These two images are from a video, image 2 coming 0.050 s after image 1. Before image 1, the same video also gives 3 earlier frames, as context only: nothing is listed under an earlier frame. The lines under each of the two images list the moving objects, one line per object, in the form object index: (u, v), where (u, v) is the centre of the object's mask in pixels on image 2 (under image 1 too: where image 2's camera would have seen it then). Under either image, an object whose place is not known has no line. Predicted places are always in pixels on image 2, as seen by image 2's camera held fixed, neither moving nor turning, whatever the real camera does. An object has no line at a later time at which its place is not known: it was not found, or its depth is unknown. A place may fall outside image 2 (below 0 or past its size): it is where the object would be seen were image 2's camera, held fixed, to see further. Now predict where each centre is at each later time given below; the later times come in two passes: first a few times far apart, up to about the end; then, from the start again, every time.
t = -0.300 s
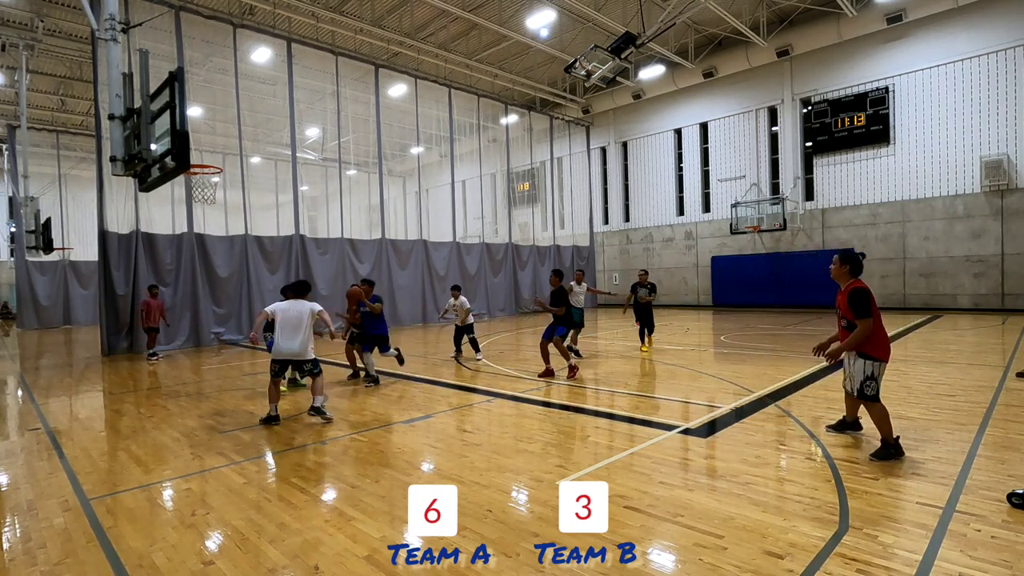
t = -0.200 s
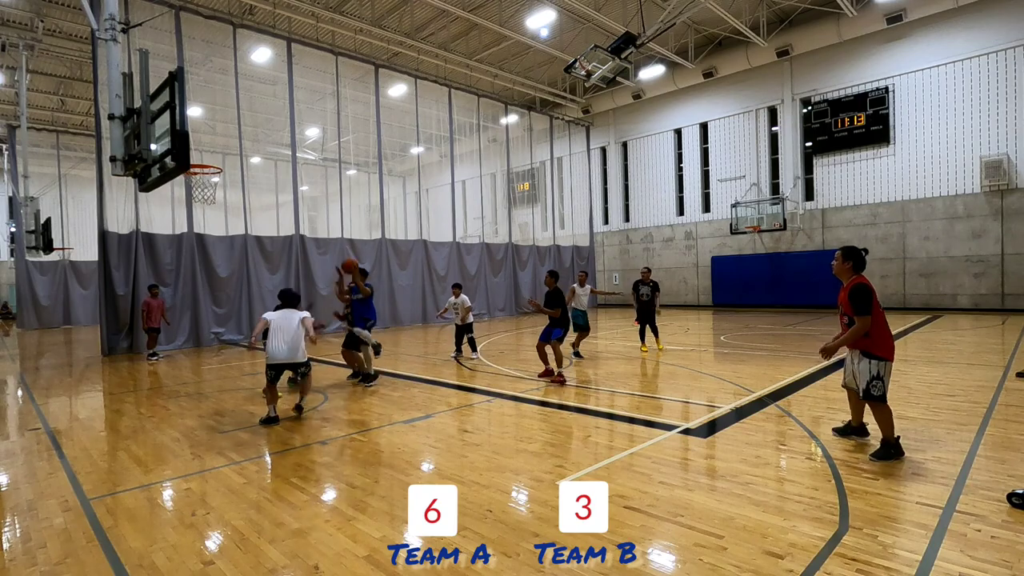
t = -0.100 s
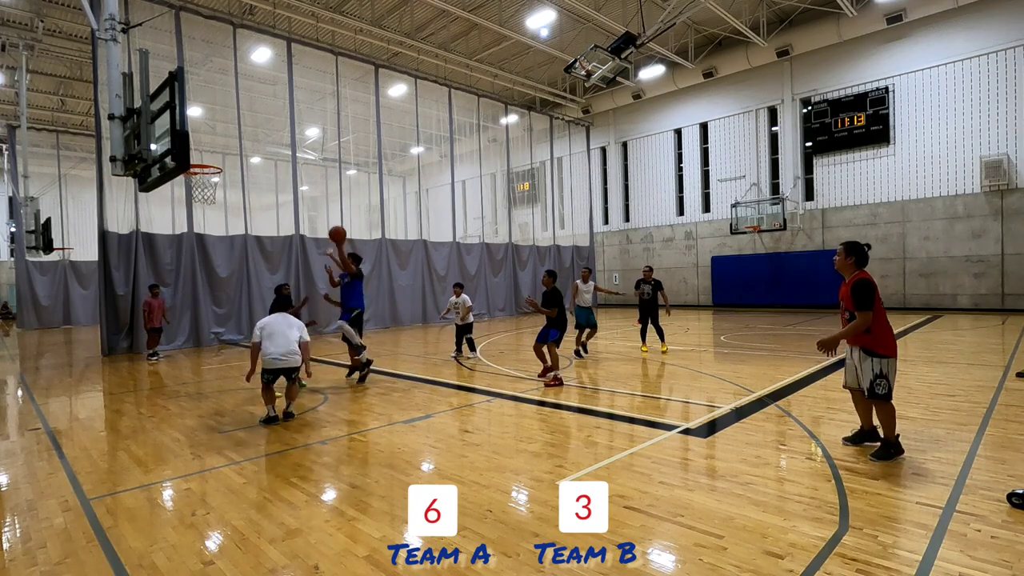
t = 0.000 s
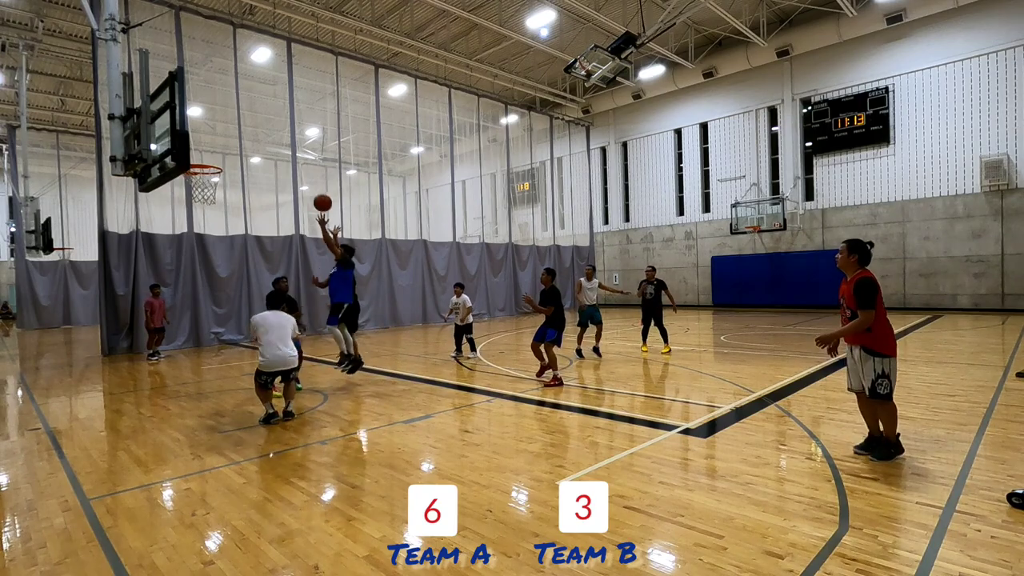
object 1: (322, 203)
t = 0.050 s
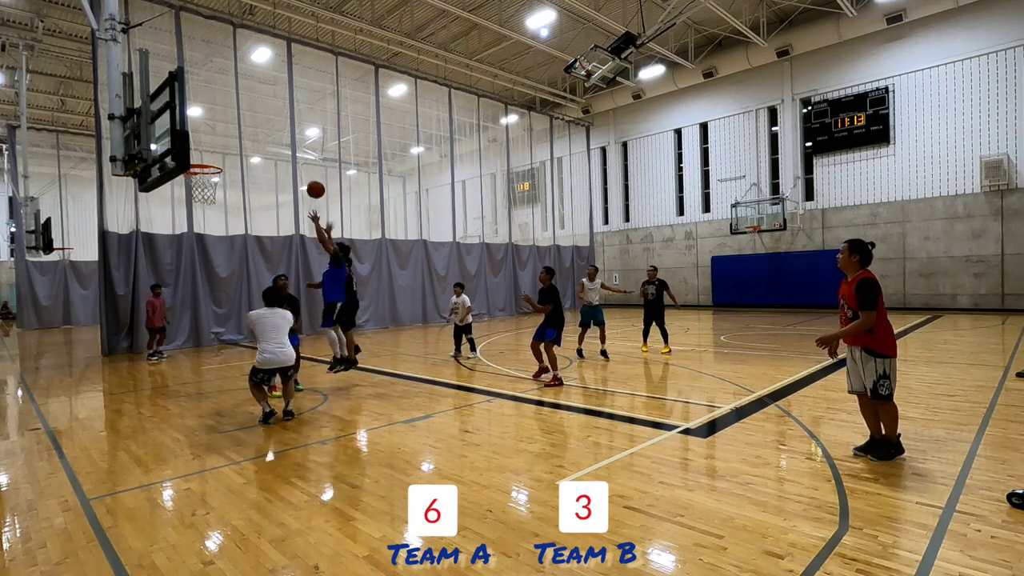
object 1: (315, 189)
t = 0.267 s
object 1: (285, 151)
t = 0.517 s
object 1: (250, 149)
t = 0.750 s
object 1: (244, 177)
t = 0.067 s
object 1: (312, 185)
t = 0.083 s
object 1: (310, 181)
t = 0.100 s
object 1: (308, 177)
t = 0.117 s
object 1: (306, 174)
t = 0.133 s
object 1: (303, 171)
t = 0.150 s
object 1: (301, 168)
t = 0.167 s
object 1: (298, 165)
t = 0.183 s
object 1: (296, 162)
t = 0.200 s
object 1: (294, 160)
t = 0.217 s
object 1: (291, 157)
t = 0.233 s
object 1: (289, 155)
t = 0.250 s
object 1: (286, 153)
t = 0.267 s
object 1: (285, 151)
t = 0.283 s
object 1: (282, 150)
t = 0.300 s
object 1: (280, 148)
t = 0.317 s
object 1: (277, 147)
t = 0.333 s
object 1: (275, 146)
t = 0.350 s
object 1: (273, 146)
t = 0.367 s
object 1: (270, 145)
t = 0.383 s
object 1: (268, 145)
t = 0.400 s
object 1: (266, 145)
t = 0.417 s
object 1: (264, 145)
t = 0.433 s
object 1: (261, 145)
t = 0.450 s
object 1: (259, 145)
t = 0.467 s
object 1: (257, 146)
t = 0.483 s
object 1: (254, 147)
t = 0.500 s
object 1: (252, 148)
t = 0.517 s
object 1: (250, 149)
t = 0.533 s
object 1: (247, 151)
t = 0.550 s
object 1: (245, 153)
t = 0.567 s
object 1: (243, 155)
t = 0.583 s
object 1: (241, 157)
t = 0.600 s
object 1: (239, 159)
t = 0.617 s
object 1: (237, 162)
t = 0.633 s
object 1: (234, 165)
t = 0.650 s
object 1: (232, 167)
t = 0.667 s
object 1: (230, 170)
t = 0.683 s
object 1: (233, 171)
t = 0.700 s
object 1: (236, 172)
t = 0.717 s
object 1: (238, 174)
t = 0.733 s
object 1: (241, 175)
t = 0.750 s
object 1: (244, 177)
